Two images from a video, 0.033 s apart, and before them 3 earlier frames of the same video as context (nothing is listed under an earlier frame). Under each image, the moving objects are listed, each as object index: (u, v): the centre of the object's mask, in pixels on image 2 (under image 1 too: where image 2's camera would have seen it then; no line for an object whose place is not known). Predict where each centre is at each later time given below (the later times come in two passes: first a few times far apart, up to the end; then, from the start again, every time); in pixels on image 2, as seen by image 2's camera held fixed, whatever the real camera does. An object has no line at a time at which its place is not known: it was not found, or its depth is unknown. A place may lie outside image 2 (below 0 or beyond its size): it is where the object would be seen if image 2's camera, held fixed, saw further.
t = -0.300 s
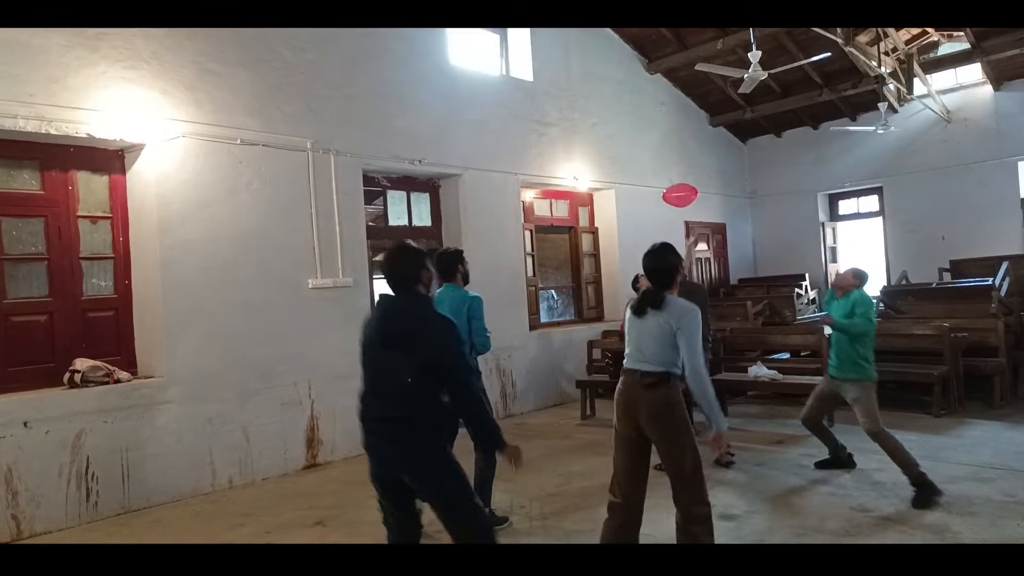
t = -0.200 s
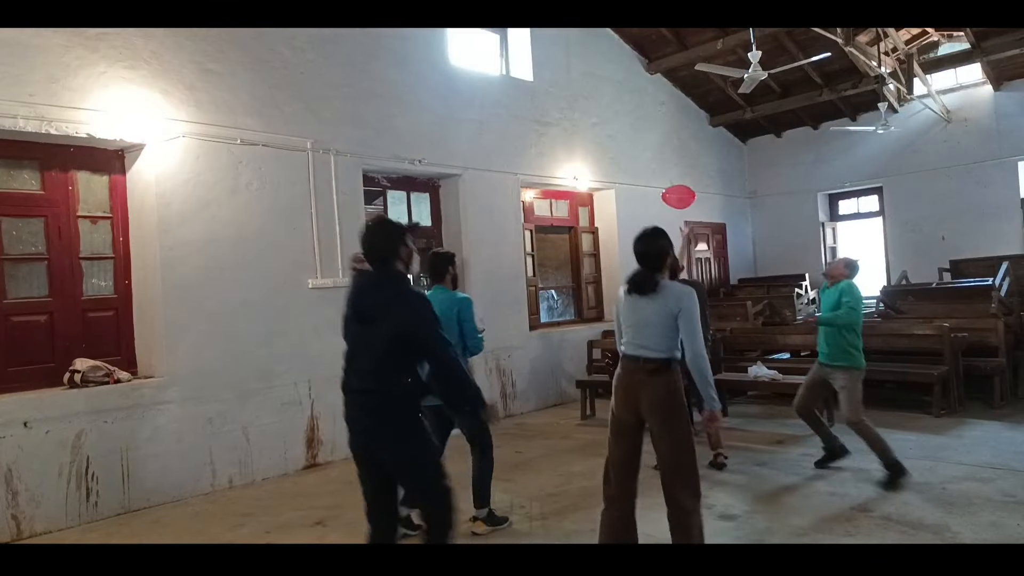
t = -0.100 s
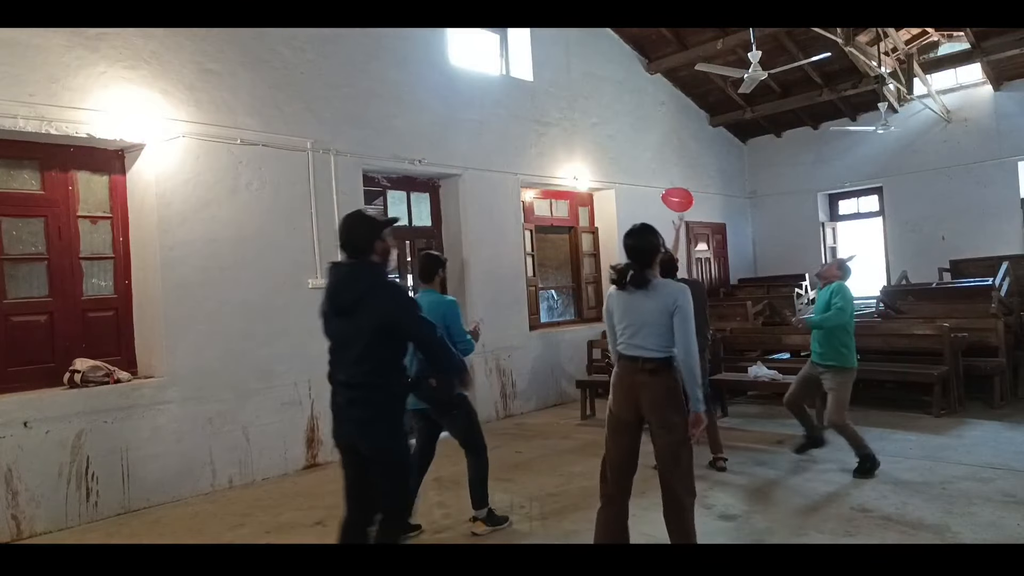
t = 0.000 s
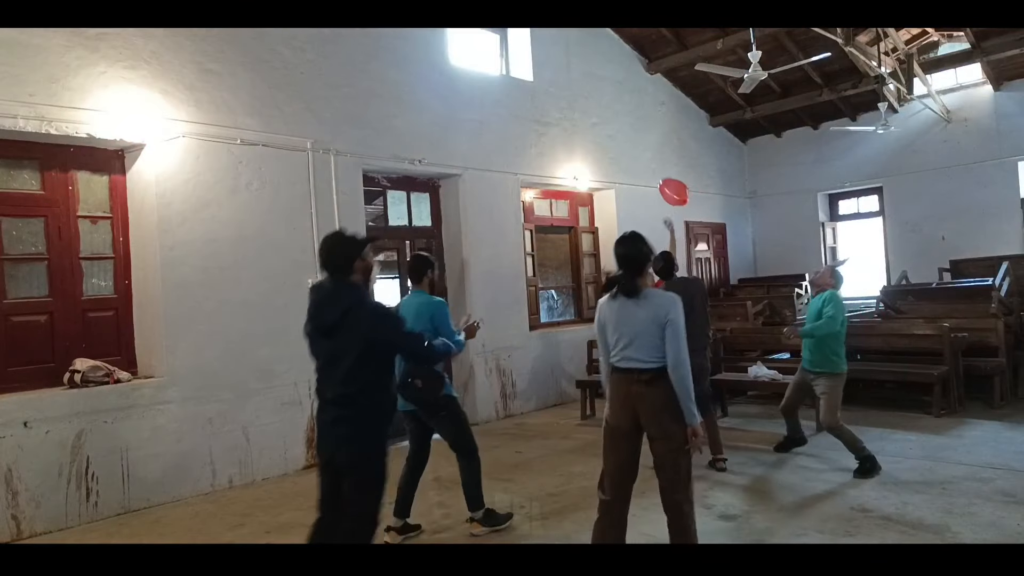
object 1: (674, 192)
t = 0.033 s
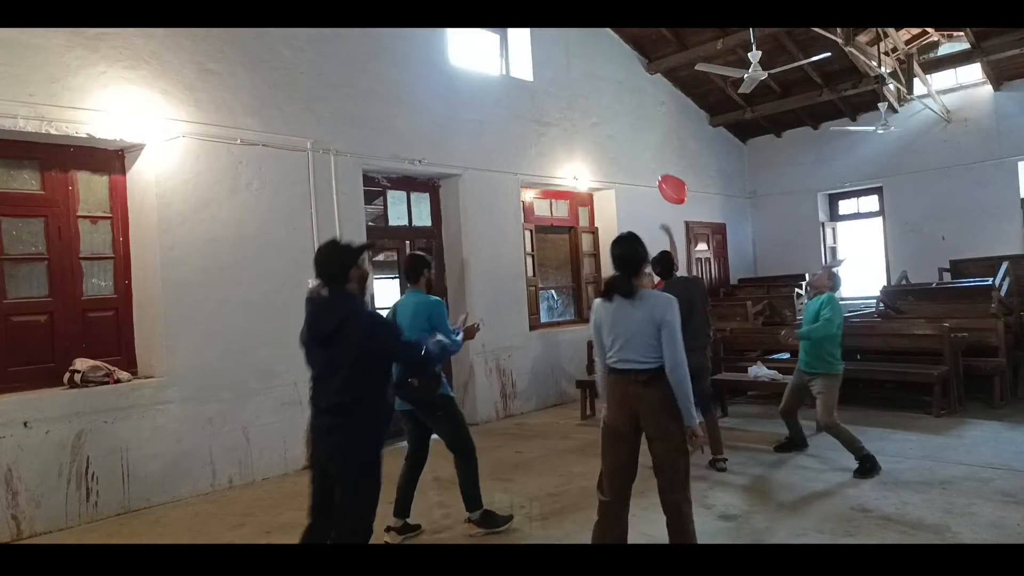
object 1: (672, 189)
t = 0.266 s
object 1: (664, 176)
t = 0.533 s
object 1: (658, 171)
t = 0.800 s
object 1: (655, 178)
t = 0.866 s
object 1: (655, 182)
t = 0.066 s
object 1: (671, 187)
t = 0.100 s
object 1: (670, 184)
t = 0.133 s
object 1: (669, 182)
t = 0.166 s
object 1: (667, 181)
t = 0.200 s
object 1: (666, 179)
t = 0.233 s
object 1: (665, 177)
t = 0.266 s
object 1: (664, 176)
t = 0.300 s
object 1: (663, 174)
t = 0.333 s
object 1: (662, 173)
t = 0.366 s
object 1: (661, 172)
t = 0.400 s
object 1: (661, 171)
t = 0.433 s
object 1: (660, 171)
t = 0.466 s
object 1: (659, 170)
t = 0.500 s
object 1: (658, 170)
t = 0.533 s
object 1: (658, 171)
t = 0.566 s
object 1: (657, 171)
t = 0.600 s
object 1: (656, 172)
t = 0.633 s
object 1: (656, 172)
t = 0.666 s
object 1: (656, 173)
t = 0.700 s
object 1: (655, 174)
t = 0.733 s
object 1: (655, 176)
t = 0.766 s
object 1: (655, 177)
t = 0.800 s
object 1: (655, 178)
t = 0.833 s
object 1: (655, 180)
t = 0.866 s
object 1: (655, 182)
